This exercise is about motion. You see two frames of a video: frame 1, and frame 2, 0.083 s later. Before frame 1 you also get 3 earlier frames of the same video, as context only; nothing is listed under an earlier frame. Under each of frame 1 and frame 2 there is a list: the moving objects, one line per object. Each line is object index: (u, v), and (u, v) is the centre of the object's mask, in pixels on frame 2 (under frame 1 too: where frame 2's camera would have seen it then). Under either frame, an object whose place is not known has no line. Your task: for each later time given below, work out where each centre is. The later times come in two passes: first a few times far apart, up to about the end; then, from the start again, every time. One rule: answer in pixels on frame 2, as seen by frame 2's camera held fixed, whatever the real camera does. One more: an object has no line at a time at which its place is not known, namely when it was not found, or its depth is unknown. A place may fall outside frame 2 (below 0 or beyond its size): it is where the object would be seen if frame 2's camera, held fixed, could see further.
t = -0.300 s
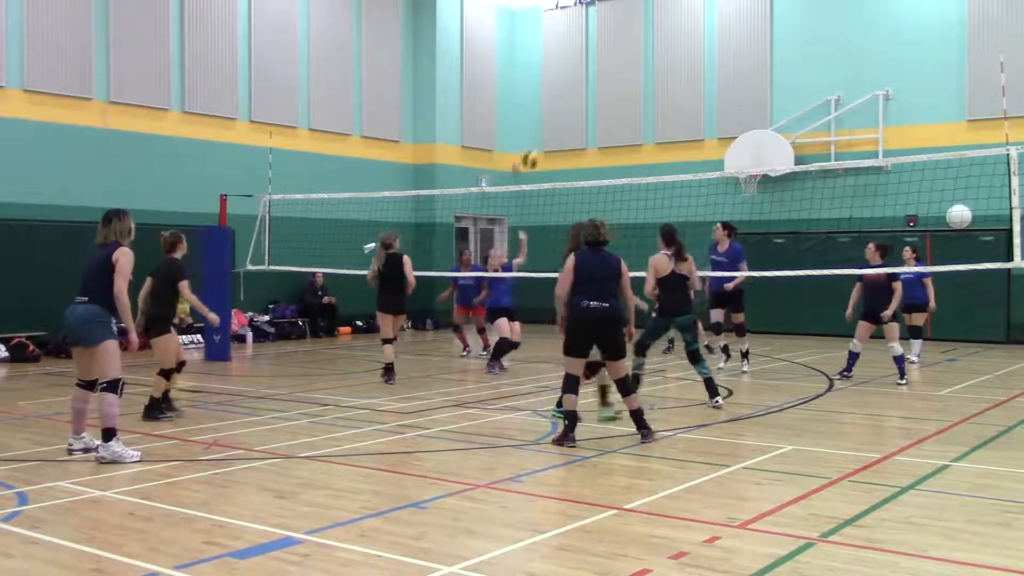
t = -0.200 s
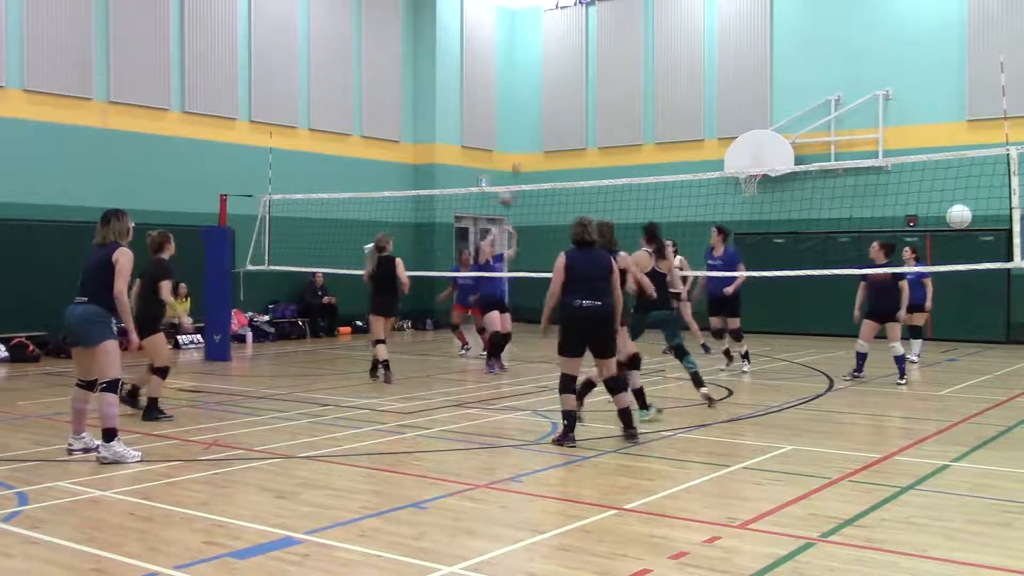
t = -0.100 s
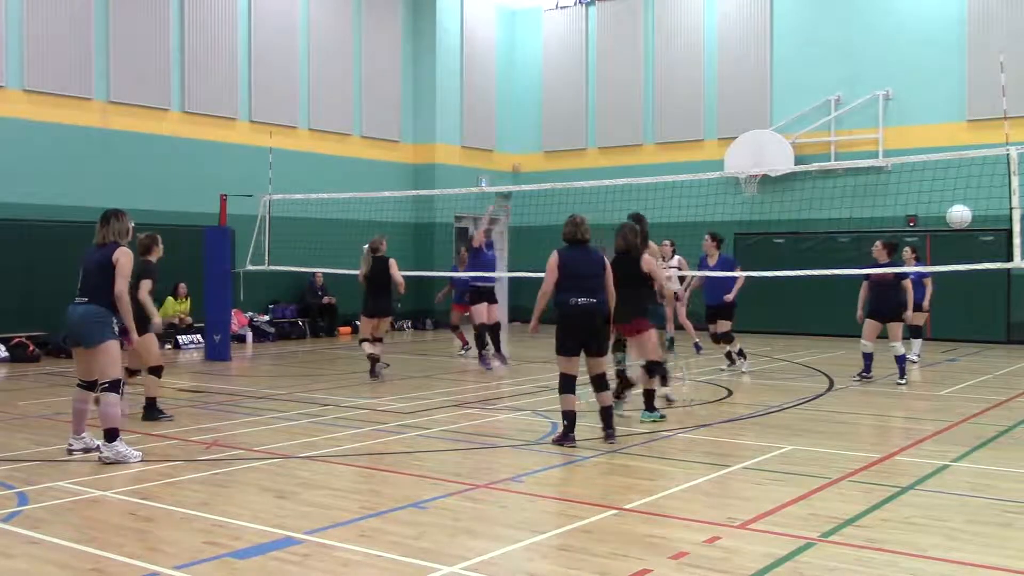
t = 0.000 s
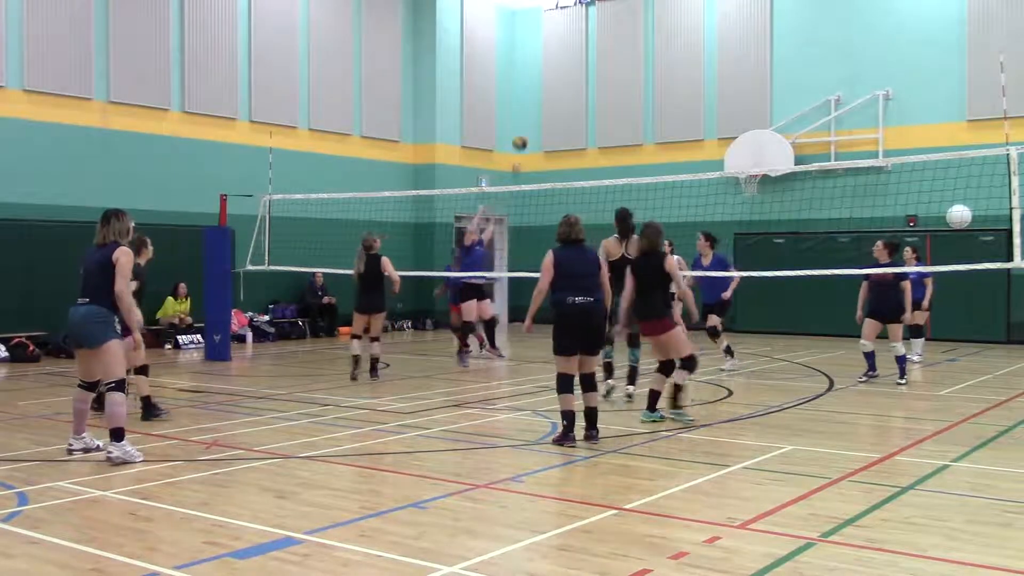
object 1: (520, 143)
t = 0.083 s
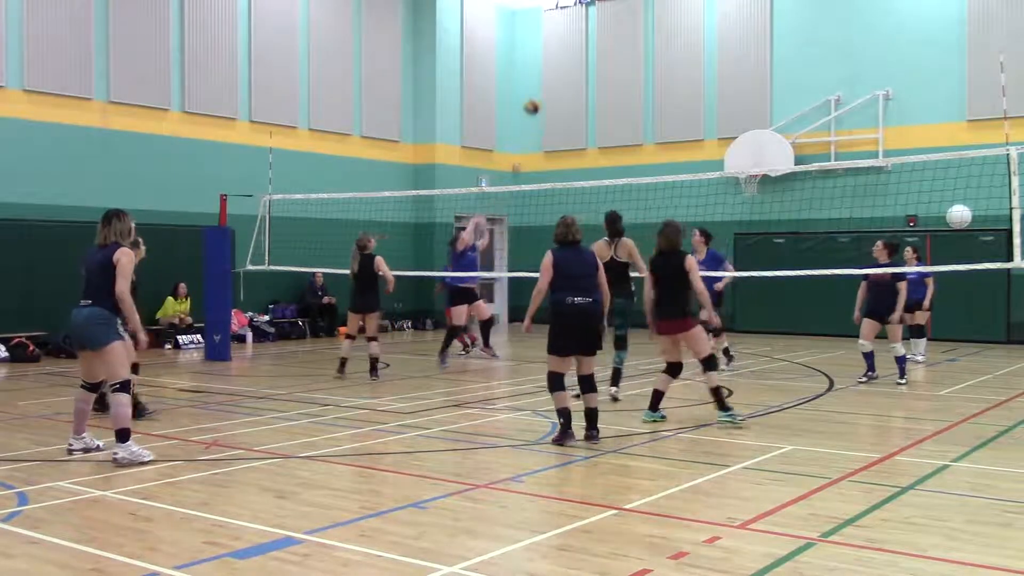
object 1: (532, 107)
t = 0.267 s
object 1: (562, 46)
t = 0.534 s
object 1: (605, 6)
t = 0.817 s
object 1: (652, 28)
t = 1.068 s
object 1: (695, 111)
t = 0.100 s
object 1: (535, 100)
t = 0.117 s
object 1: (538, 94)
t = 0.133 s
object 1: (540, 87)
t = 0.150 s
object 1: (543, 81)
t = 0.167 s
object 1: (546, 76)
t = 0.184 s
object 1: (549, 71)
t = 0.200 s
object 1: (551, 65)
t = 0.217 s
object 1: (554, 60)
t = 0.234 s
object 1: (557, 55)
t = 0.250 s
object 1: (559, 50)
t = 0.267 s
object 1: (562, 46)
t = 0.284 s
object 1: (565, 42)
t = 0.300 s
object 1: (567, 37)
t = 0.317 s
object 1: (569, 34)
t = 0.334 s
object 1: (572, 30)
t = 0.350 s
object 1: (575, 27)
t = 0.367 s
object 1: (578, 24)
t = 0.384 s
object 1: (581, 20)
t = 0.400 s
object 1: (584, 18)
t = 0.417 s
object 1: (586, 16)
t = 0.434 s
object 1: (589, 13)
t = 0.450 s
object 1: (592, 11)
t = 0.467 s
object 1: (595, 9)
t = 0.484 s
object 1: (598, 8)
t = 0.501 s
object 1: (600, 7)
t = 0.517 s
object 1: (603, 7)
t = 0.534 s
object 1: (605, 6)
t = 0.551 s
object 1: (608, 6)
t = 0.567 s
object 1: (611, 6)
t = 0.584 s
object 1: (614, 6)
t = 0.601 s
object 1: (616, 6)
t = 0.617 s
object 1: (619, 6)
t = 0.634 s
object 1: (622, 7)
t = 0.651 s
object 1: (624, 7)
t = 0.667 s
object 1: (627, 8)
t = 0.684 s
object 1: (630, 9)
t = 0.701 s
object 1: (632, 10)
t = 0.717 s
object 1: (636, 13)
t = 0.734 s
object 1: (638, 15)
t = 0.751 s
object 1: (641, 18)
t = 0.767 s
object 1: (644, 20)
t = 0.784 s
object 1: (646, 23)
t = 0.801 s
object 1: (649, 25)
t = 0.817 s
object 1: (652, 28)
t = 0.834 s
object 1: (655, 33)
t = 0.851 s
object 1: (658, 37)
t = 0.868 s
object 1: (661, 42)
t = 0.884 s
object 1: (664, 46)
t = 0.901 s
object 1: (666, 51)
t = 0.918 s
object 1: (669, 55)
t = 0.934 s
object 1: (672, 60)
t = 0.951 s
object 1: (674, 65)
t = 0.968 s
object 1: (677, 71)
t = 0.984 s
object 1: (681, 77)
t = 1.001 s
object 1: (684, 84)
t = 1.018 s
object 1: (687, 91)
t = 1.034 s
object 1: (689, 98)
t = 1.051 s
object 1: (692, 105)
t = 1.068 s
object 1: (695, 111)
